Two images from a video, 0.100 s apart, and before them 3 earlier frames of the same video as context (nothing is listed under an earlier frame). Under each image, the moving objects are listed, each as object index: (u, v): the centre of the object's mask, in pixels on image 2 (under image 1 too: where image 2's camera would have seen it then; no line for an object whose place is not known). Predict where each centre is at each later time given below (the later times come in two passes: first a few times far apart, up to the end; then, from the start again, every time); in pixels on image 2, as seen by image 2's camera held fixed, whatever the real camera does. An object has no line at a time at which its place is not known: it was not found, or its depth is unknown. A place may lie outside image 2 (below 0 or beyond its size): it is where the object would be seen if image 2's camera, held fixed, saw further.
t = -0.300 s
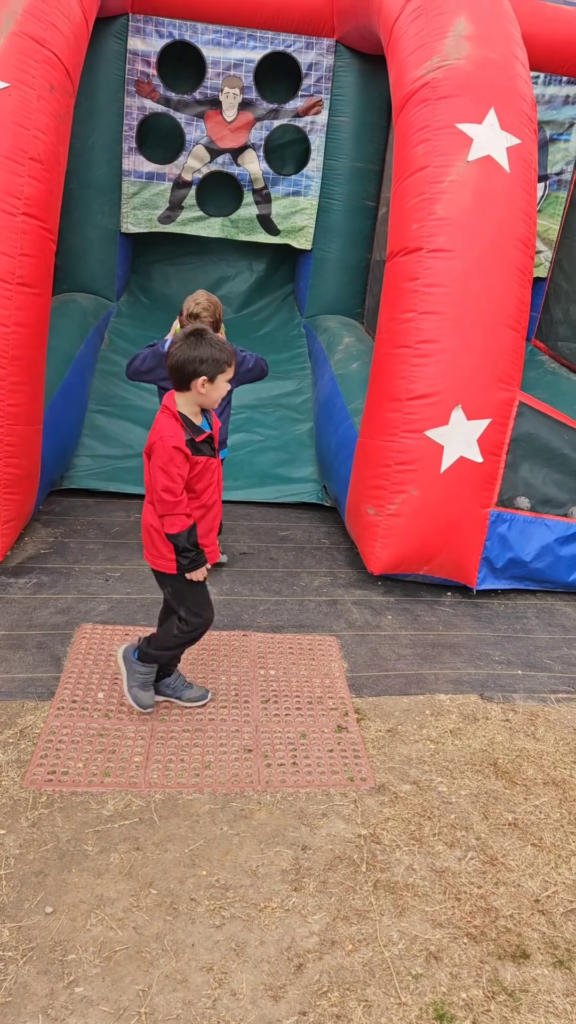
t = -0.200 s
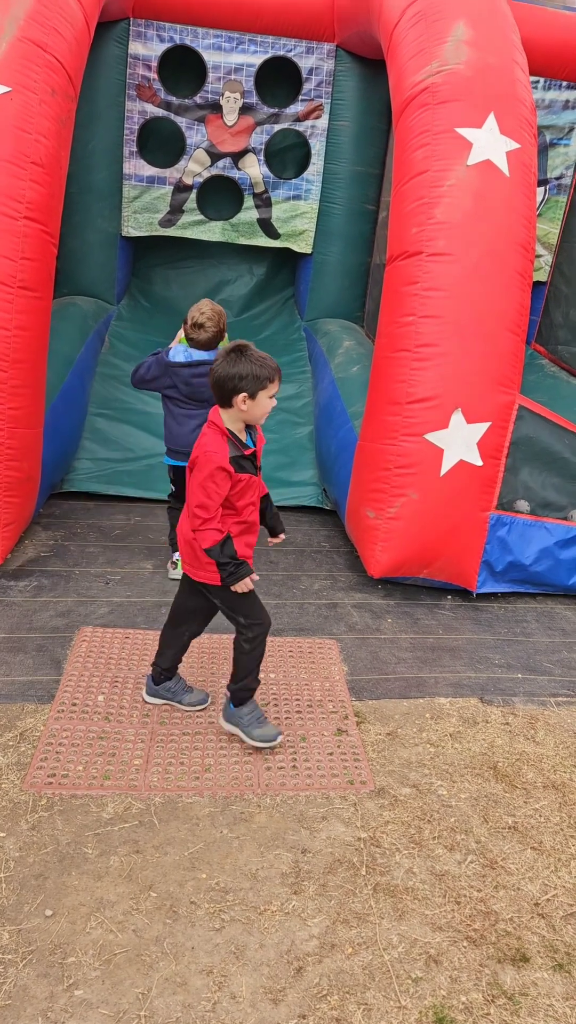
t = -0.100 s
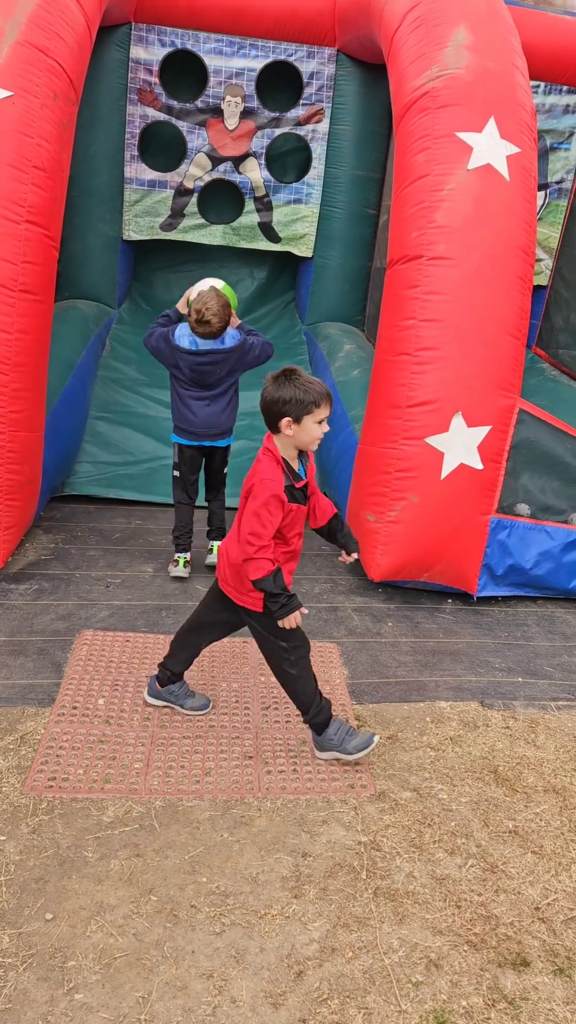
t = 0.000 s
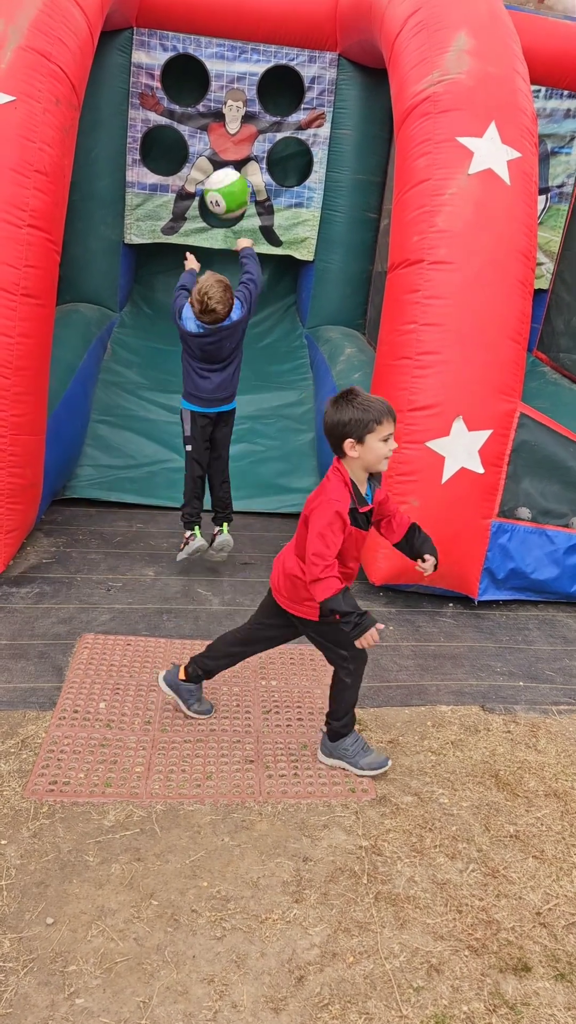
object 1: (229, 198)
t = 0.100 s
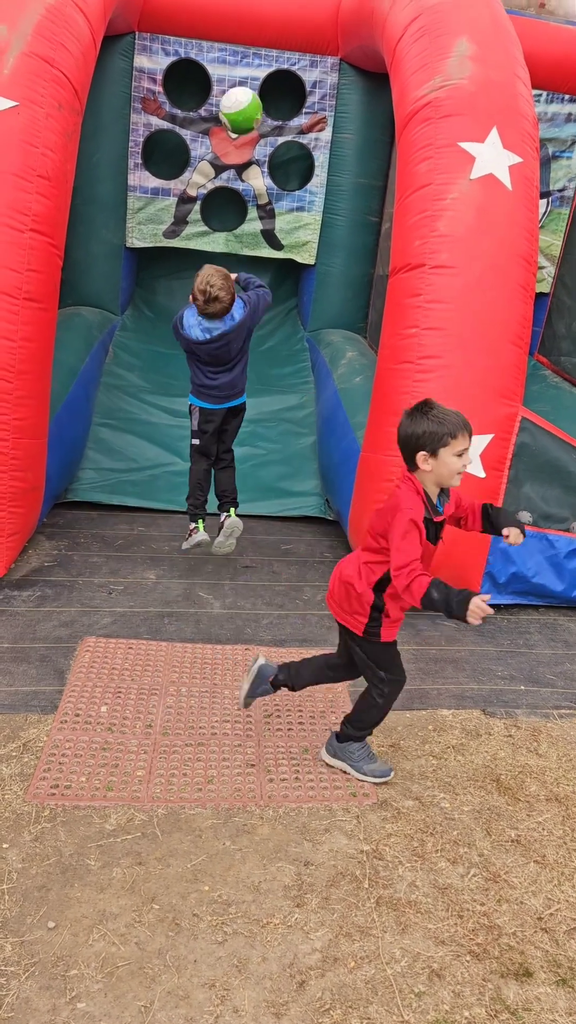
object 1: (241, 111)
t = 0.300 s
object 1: (256, 26)
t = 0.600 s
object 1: (264, 59)
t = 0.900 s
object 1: (267, 164)
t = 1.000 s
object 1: (266, 216)
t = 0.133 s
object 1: (244, 89)
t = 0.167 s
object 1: (247, 70)
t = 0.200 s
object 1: (249, 55)
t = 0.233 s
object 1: (252, 42)
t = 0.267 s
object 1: (254, 33)
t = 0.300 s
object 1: (256, 26)
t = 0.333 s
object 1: (258, 21)
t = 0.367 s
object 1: (259, 19)
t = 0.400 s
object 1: (261, 19)
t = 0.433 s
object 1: (262, 21)
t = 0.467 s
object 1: (262, 25)
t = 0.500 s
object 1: (263, 31)
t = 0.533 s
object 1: (264, 39)
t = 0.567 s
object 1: (264, 48)
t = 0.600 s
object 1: (264, 59)
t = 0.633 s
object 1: (264, 71)
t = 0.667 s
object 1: (265, 85)
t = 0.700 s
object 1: (264, 99)
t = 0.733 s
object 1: (265, 109)
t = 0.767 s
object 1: (265, 117)
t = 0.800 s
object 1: (266, 126)
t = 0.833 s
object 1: (266, 137)
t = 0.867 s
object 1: (267, 150)
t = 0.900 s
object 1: (267, 164)
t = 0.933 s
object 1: (267, 180)
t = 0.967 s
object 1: (267, 196)
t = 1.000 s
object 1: (266, 216)
